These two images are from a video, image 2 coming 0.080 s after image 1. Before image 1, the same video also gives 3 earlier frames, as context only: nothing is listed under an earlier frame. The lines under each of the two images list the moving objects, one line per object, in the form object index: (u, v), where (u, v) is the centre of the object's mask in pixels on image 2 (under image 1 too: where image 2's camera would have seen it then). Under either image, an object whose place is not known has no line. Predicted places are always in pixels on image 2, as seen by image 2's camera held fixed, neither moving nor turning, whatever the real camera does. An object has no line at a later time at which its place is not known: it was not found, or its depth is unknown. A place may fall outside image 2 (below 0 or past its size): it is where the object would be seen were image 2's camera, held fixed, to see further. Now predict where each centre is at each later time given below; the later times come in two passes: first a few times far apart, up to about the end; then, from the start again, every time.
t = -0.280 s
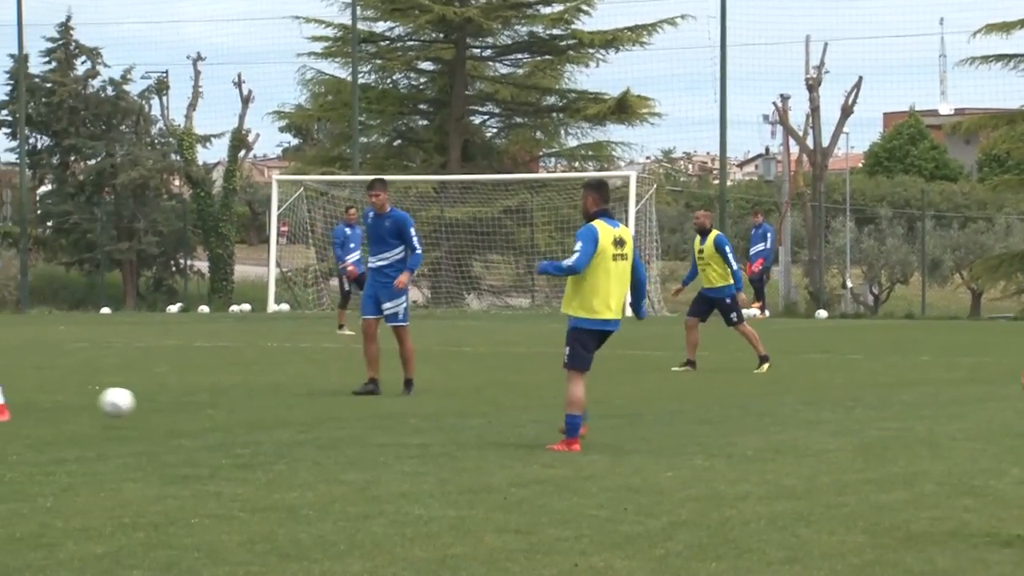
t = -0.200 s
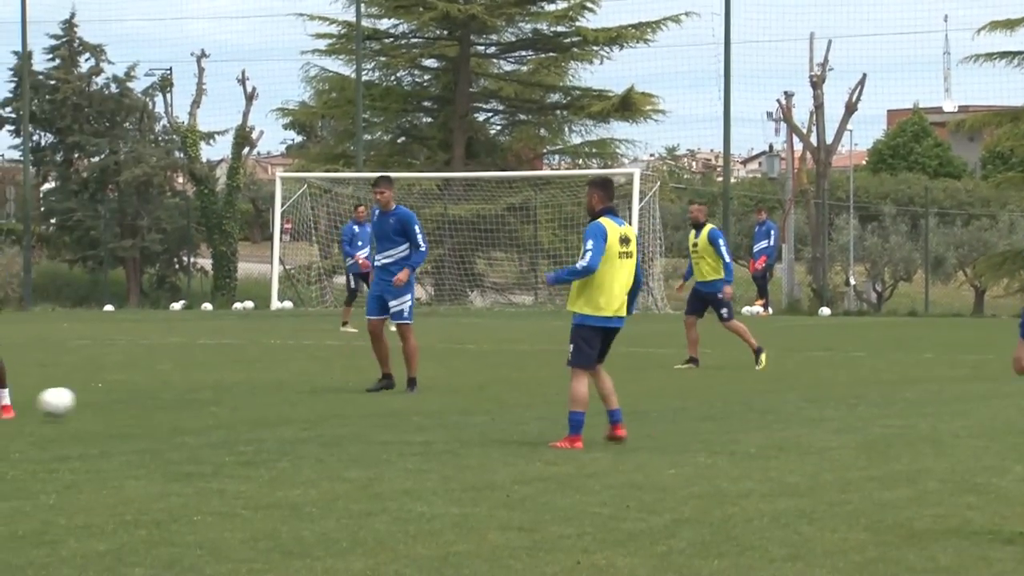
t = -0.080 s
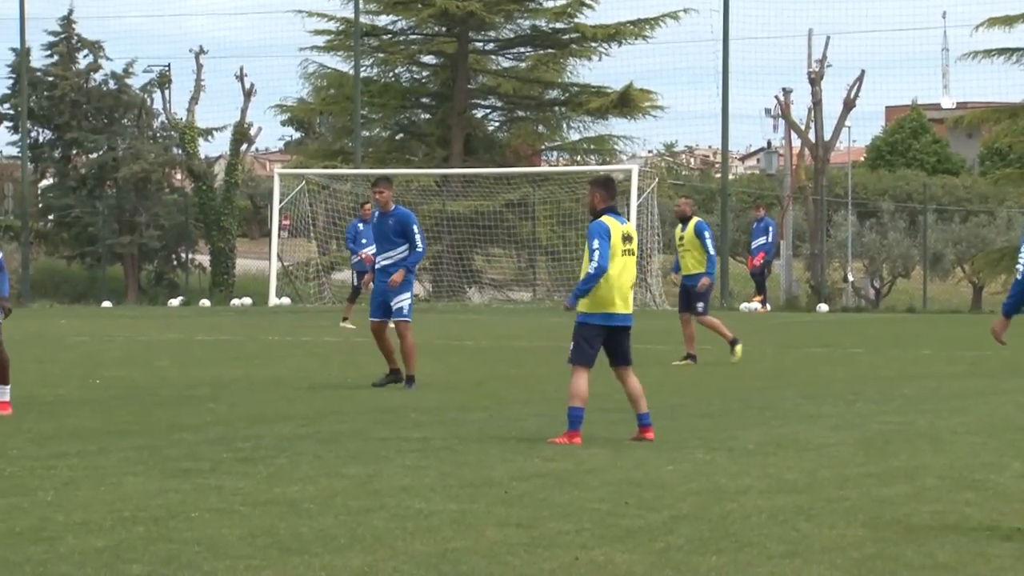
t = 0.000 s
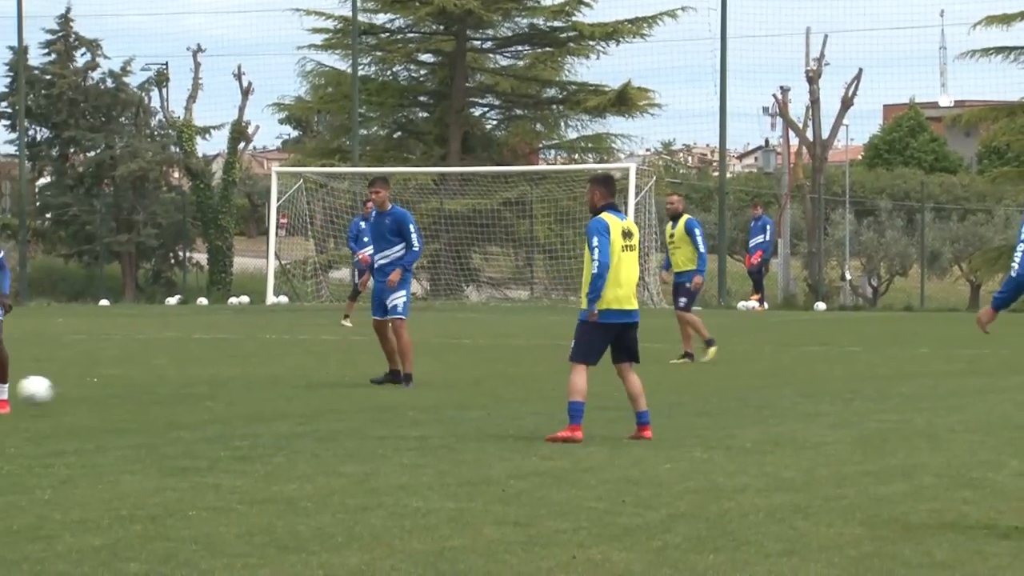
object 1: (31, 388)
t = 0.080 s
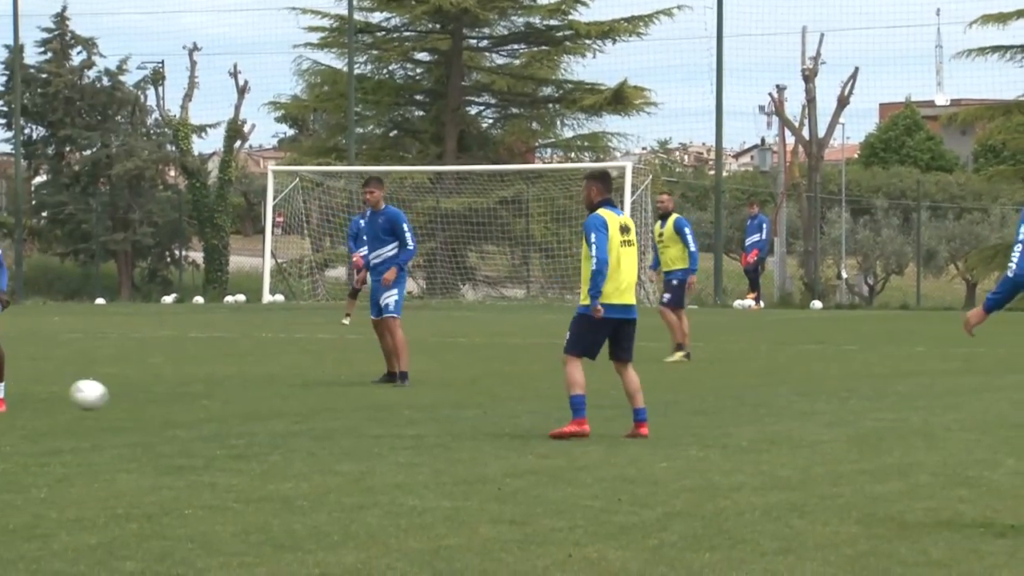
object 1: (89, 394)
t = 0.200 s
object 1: (172, 406)
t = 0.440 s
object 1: (315, 415)
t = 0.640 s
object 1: (416, 419)
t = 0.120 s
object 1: (118, 399)
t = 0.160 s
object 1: (147, 407)
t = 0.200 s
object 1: (172, 406)
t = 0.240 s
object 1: (196, 402)
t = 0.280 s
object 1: (219, 400)
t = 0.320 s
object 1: (243, 400)
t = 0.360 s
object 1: (267, 402)
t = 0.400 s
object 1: (291, 407)
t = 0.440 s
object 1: (315, 415)
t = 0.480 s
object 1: (337, 415)
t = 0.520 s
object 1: (357, 412)
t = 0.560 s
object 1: (377, 412)
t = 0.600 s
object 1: (397, 413)
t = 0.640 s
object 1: (416, 419)
